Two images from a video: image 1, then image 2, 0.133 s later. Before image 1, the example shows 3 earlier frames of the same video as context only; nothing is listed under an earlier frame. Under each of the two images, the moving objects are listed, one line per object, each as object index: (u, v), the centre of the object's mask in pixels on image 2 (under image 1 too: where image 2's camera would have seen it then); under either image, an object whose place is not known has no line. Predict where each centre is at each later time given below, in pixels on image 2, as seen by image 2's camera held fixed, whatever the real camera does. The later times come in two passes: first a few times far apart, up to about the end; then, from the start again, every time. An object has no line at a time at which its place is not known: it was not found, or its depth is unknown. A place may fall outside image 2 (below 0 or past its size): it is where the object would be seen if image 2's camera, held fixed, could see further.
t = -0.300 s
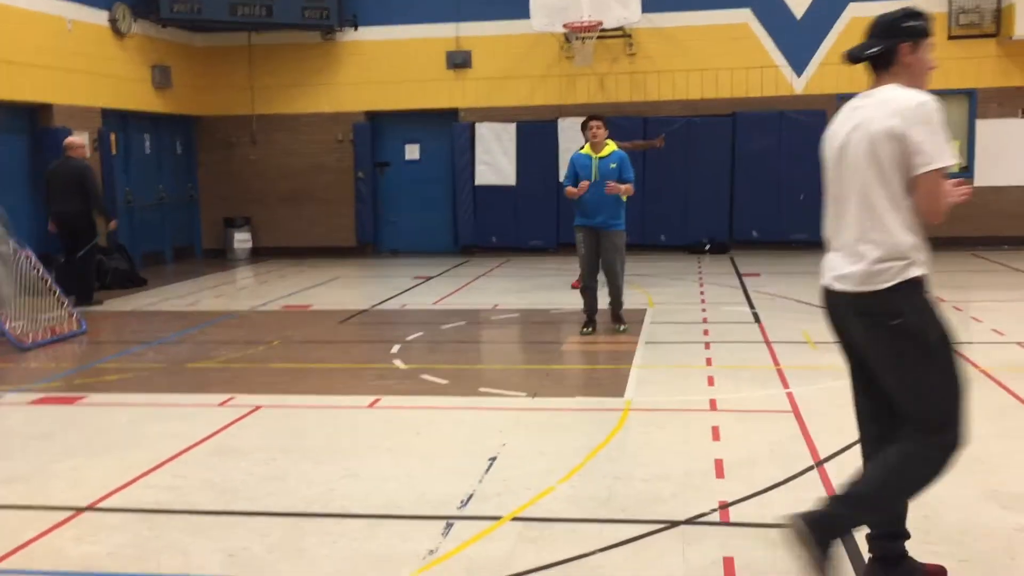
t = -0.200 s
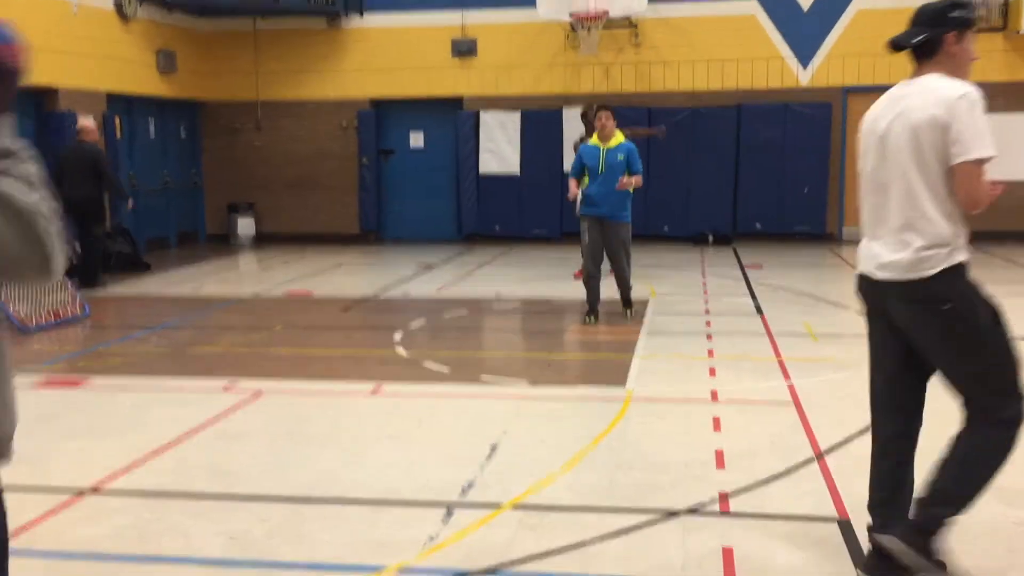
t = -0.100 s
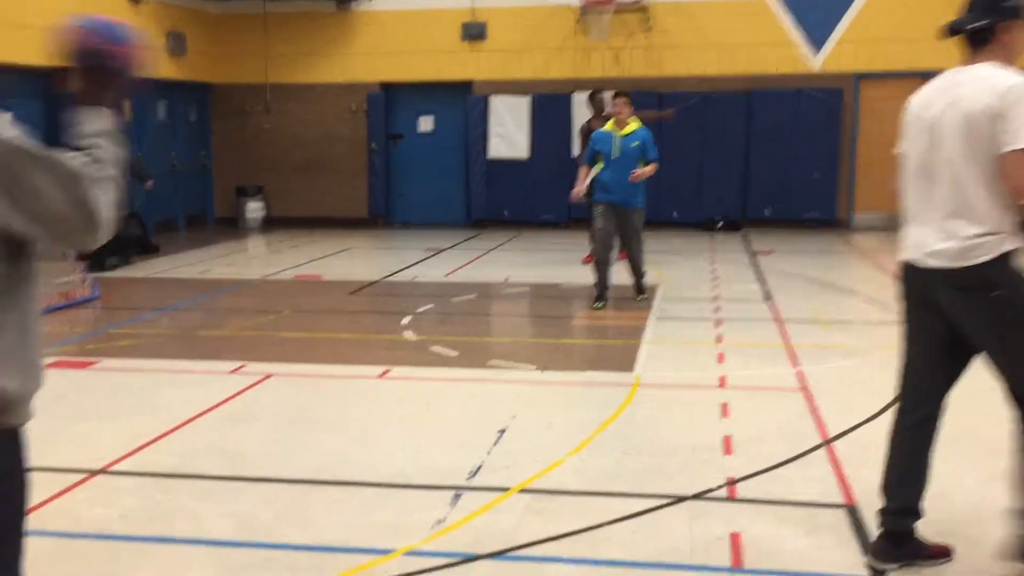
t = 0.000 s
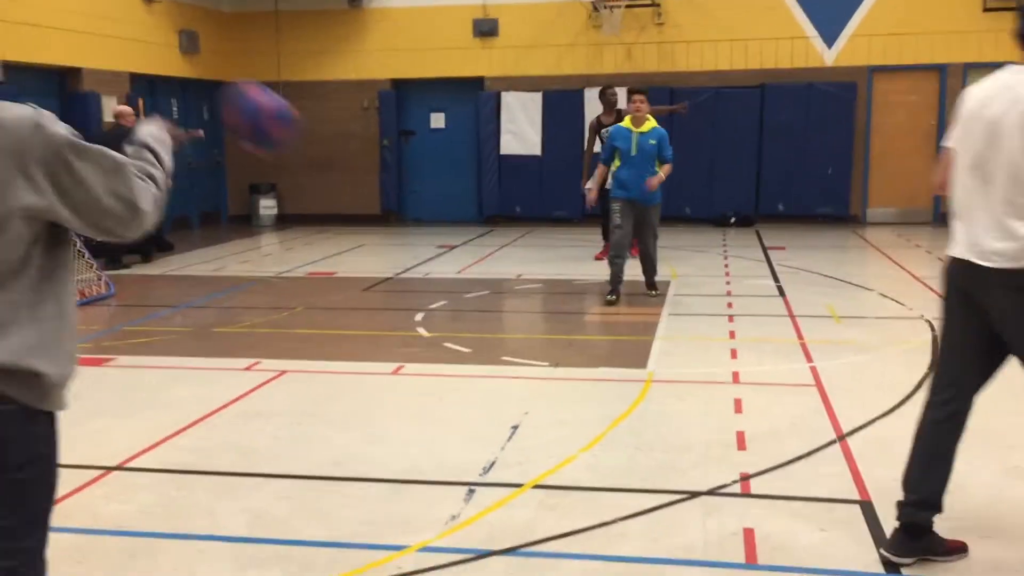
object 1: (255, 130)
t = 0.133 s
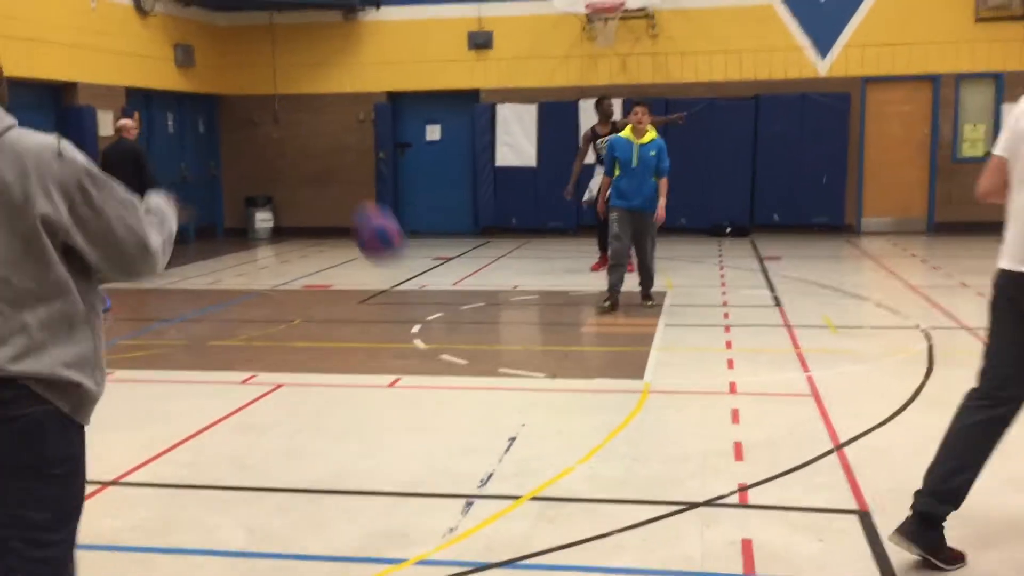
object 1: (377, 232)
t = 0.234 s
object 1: (439, 314)
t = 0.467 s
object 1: (515, 333)
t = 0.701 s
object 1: (553, 245)
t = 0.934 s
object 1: (584, 256)
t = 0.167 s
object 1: (399, 258)
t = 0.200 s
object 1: (421, 288)
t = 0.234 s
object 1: (439, 314)
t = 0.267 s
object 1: (455, 339)
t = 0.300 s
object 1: (472, 365)
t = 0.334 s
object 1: (486, 393)
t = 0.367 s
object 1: (496, 411)
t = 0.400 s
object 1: (503, 383)
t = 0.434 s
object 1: (510, 355)
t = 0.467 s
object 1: (515, 333)
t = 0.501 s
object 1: (521, 314)
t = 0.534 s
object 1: (526, 297)
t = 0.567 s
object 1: (532, 282)
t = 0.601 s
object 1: (537, 270)
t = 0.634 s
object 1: (543, 260)
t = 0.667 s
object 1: (549, 250)
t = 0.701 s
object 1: (553, 245)
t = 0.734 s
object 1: (558, 242)
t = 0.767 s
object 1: (562, 240)
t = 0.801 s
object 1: (567, 239)
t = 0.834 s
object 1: (571, 241)
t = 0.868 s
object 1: (576, 244)
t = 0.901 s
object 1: (580, 249)
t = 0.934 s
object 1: (584, 256)
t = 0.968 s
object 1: (588, 264)
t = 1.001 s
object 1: (592, 272)
